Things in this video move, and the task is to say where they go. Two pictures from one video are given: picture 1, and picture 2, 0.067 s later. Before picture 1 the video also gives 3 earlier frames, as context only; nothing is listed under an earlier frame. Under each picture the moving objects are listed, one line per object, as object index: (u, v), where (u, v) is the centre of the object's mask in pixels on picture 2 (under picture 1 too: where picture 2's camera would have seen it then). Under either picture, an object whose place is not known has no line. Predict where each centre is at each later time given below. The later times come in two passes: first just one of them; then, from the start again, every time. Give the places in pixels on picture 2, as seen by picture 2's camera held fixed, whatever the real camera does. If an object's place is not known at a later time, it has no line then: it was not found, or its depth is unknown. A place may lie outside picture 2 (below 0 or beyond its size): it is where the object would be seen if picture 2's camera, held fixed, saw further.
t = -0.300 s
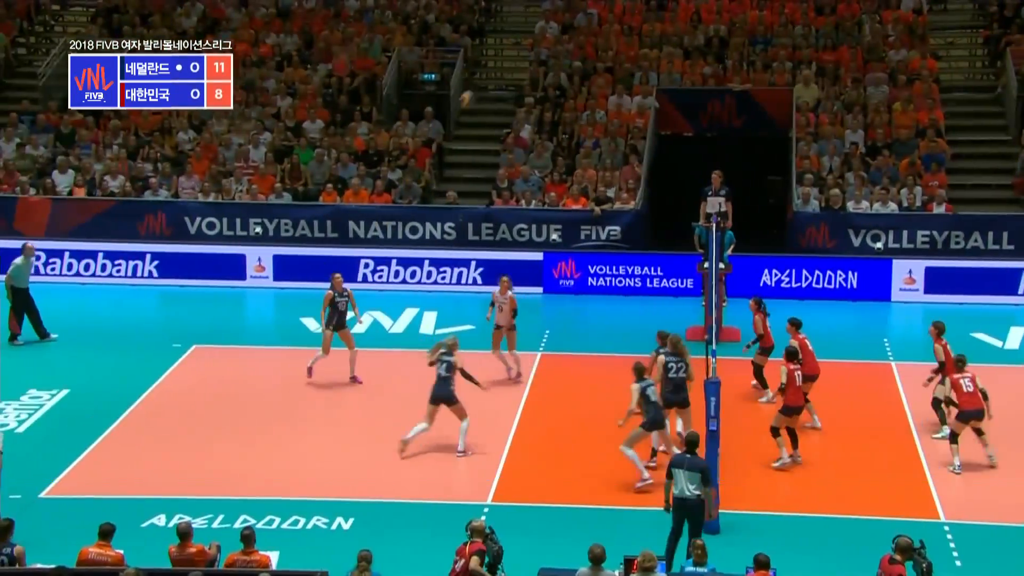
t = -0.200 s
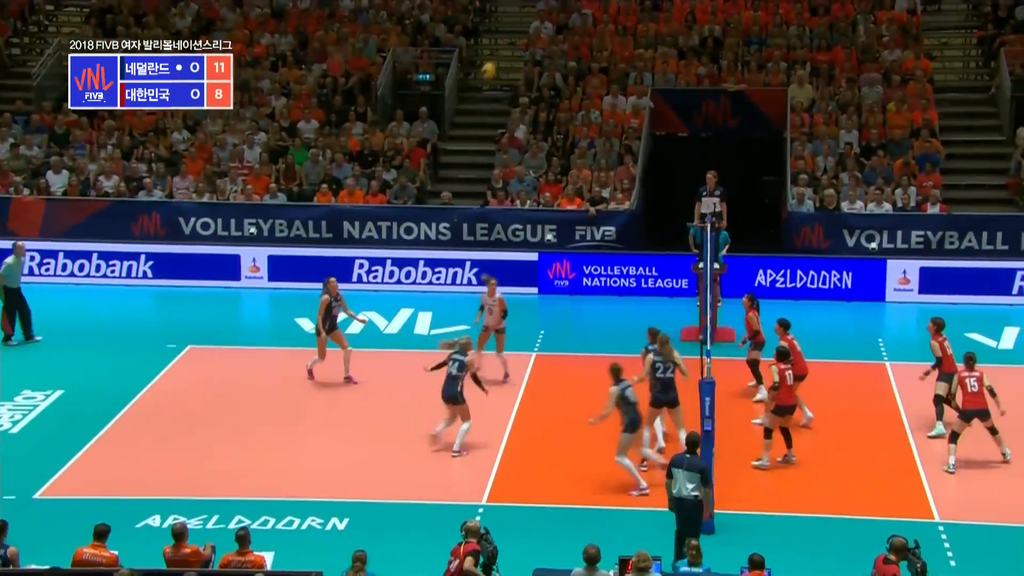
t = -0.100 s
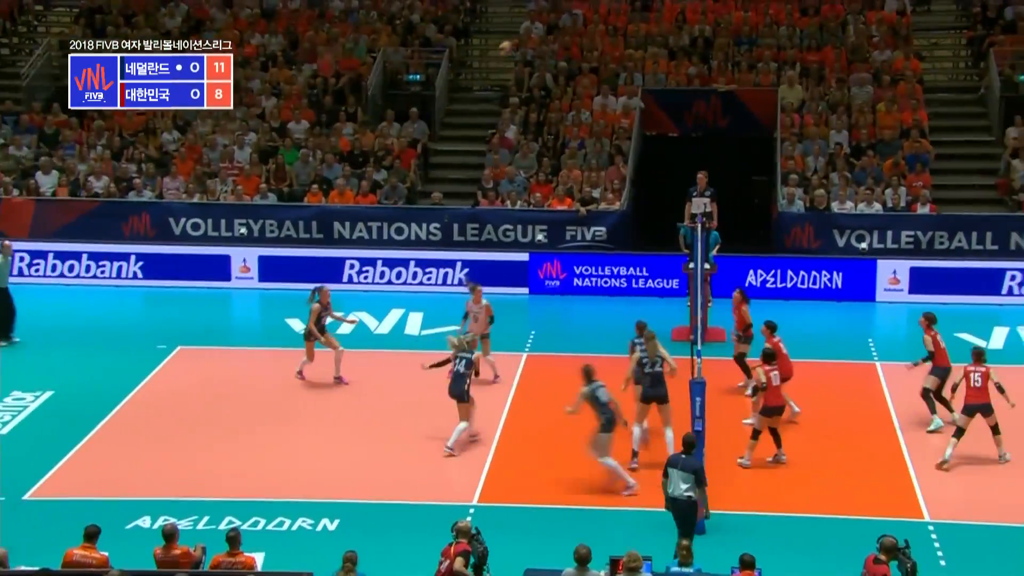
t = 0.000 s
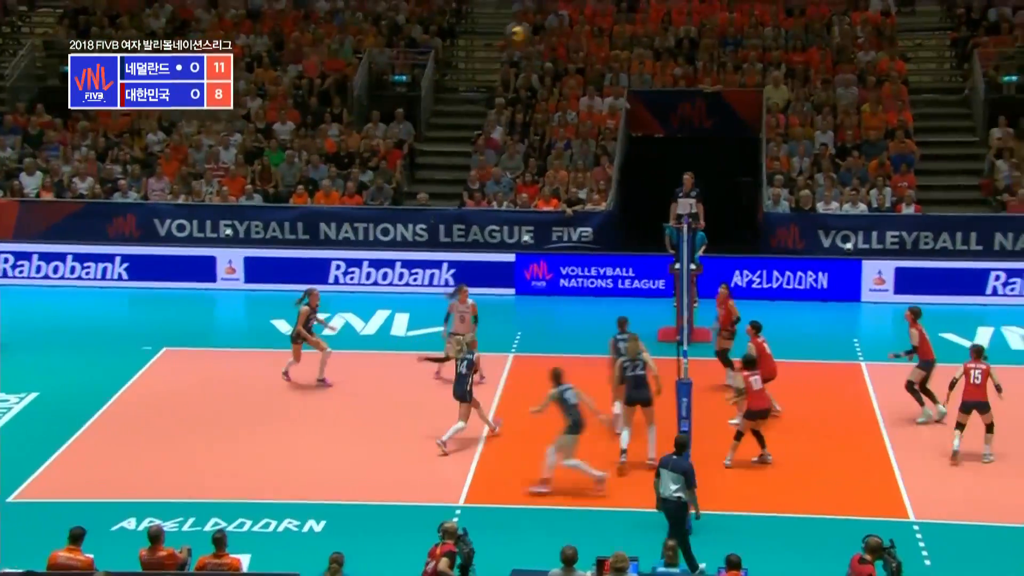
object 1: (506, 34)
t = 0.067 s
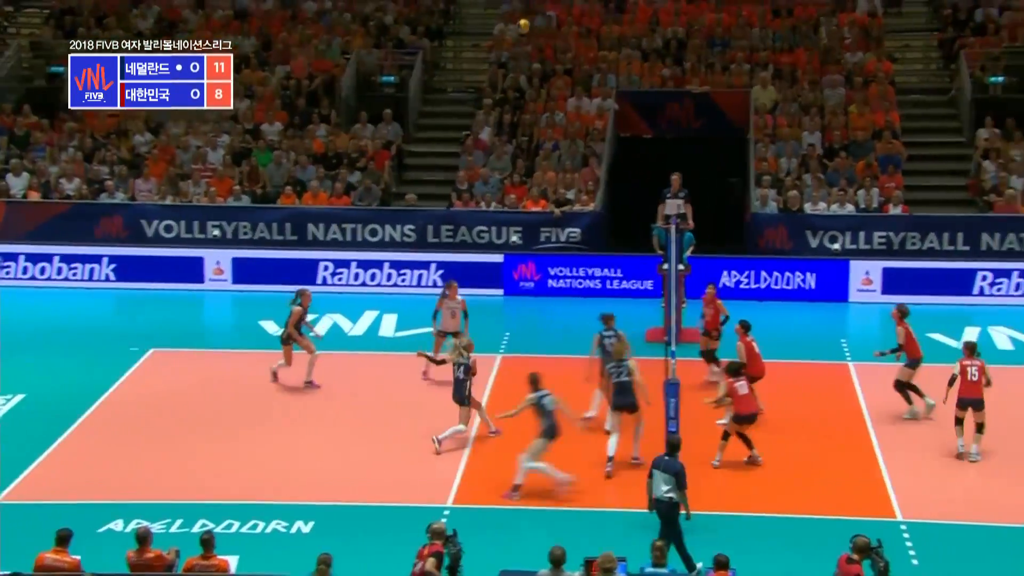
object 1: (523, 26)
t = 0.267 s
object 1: (573, 21)
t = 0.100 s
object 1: (530, 24)
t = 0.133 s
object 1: (539, 21)
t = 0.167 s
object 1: (549, 20)
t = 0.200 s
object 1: (555, 20)
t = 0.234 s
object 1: (565, 20)
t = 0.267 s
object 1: (573, 21)
